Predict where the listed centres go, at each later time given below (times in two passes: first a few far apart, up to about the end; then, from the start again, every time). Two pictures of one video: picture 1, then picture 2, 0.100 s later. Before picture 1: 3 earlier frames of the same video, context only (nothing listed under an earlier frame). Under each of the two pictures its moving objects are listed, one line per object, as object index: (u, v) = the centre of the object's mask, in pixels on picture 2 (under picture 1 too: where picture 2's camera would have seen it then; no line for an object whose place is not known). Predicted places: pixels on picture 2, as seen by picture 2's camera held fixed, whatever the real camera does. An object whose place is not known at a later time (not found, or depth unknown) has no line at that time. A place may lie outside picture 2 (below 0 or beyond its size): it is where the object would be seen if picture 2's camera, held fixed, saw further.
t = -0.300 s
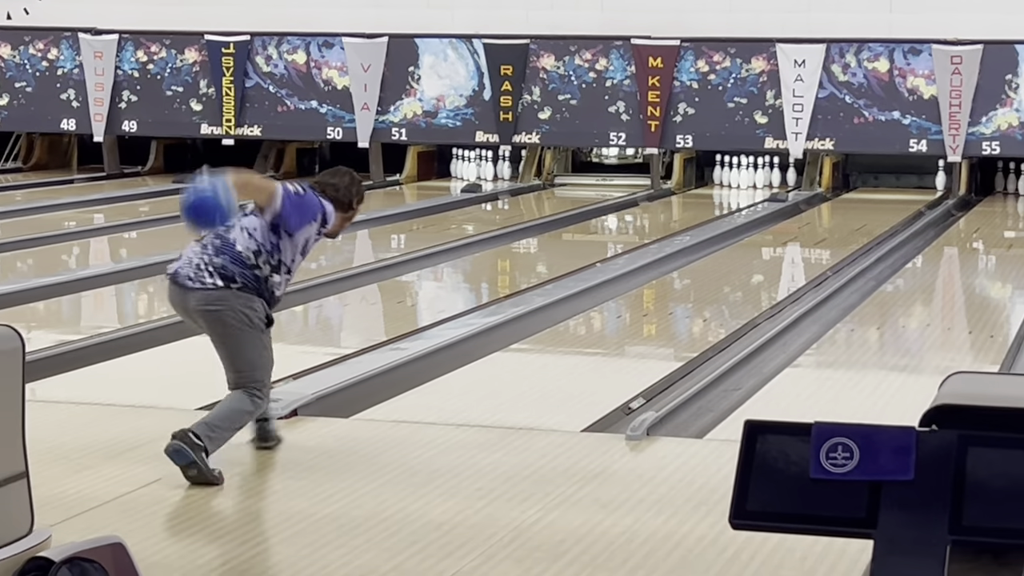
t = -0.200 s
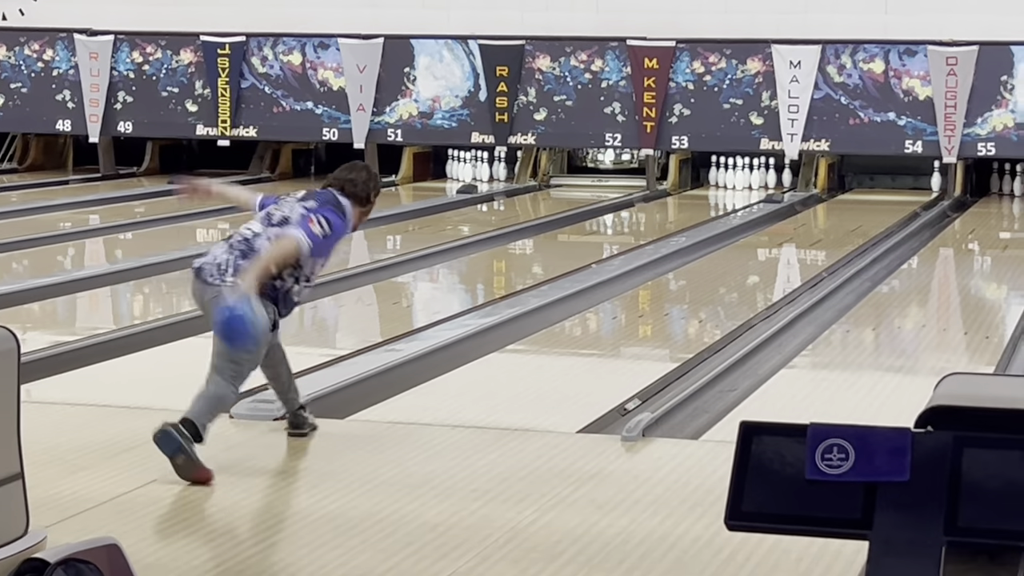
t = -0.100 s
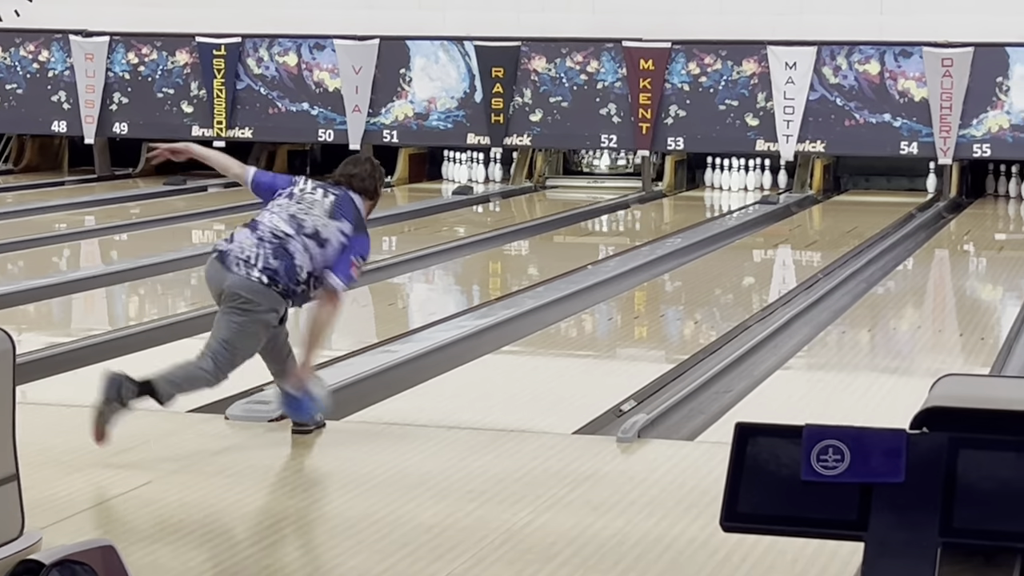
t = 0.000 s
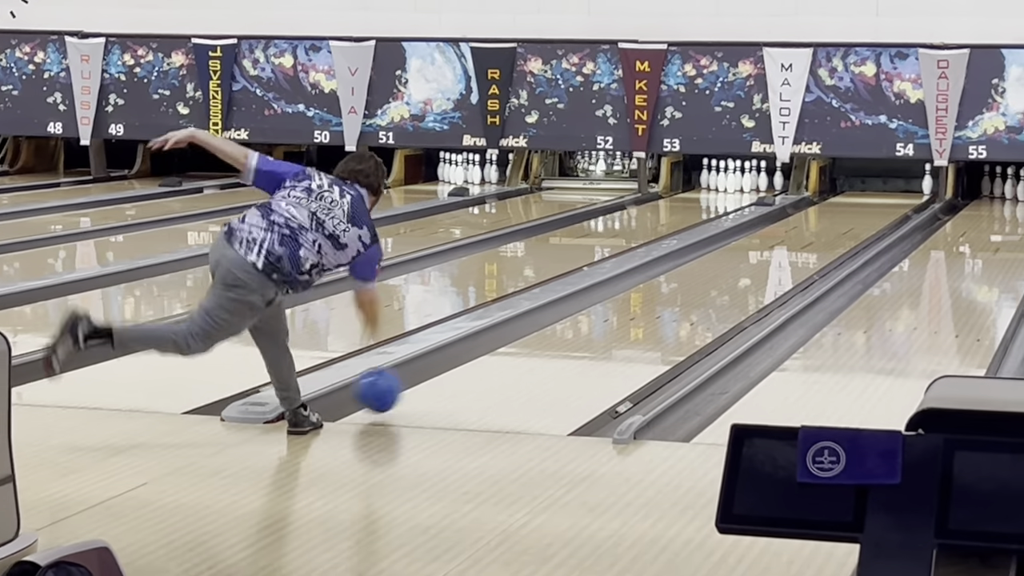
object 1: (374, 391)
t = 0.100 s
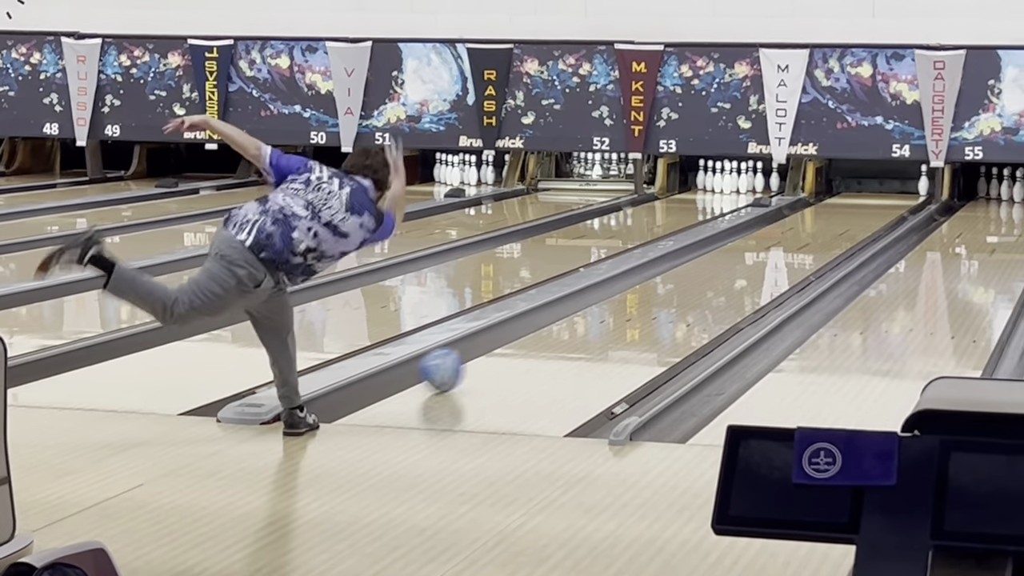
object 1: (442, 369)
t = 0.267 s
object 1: (535, 337)
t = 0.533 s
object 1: (645, 295)
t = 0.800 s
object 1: (726, 266)
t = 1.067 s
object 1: (789, 242)
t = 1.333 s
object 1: (837, 225)
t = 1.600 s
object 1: (875, 210)
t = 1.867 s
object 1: (904, 197)
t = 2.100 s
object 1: (924, 188)
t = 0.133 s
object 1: (462, 362)
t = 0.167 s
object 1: (482, 354)
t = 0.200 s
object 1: (500, 349)
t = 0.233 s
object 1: (518, 342)
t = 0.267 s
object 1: (535, 337)
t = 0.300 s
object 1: (551, 331)
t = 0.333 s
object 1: (565, 325)
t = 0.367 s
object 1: (581, 320)
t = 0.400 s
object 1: (595, 315)
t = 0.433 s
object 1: (608, 310)
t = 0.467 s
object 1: (621, 305)
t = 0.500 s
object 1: (633, 301)
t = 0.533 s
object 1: (645, 295)
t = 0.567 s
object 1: (656, 292)
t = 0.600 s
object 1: (668, 288)
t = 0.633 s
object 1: (678, 283)
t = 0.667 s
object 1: (689, 280)
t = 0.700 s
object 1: (698, 276)
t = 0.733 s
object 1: (709, 273)
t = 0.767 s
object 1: (717, 269)
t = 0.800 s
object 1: (726, 266)
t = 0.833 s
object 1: (735, 263)
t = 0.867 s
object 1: (744, 259)
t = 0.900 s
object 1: (751, 256)
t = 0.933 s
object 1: (759, 254)
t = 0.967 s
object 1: (766, 250)
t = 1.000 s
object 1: (774, 247)
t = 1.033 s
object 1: (781, 245)
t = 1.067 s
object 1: (789, 242)
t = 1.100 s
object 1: (794, 240)
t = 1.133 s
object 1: (802, 238)
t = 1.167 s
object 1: (808, 235)
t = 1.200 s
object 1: (813, 233)
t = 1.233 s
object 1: (820, 231)
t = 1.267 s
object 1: (825, 229)
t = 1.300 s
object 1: (831, 226)
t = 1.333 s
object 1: (837, 225)
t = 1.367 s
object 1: (841, 222)
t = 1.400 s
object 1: (847, 220)
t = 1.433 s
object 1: (852, 219)
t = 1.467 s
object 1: (858, 217)
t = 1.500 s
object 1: (861, 215)
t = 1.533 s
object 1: (866, 214)
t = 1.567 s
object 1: (870, 212)
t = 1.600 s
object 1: (875, 210)
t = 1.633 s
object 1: (878, 208)
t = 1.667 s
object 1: (883, 207)
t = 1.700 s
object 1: (886, 205)
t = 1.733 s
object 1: (890, 203)
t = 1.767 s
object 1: (894, 202)
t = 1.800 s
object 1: (898, 200)
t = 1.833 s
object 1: (901, 198)
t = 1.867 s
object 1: (904, 197)
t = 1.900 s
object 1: (907, 196)
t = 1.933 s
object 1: (909, 194)
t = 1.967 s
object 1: (913, 193)
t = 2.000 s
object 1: (916, 192)
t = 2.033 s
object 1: (919, 191)
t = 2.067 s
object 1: (921, 189)
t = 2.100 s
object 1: (924, 188)
